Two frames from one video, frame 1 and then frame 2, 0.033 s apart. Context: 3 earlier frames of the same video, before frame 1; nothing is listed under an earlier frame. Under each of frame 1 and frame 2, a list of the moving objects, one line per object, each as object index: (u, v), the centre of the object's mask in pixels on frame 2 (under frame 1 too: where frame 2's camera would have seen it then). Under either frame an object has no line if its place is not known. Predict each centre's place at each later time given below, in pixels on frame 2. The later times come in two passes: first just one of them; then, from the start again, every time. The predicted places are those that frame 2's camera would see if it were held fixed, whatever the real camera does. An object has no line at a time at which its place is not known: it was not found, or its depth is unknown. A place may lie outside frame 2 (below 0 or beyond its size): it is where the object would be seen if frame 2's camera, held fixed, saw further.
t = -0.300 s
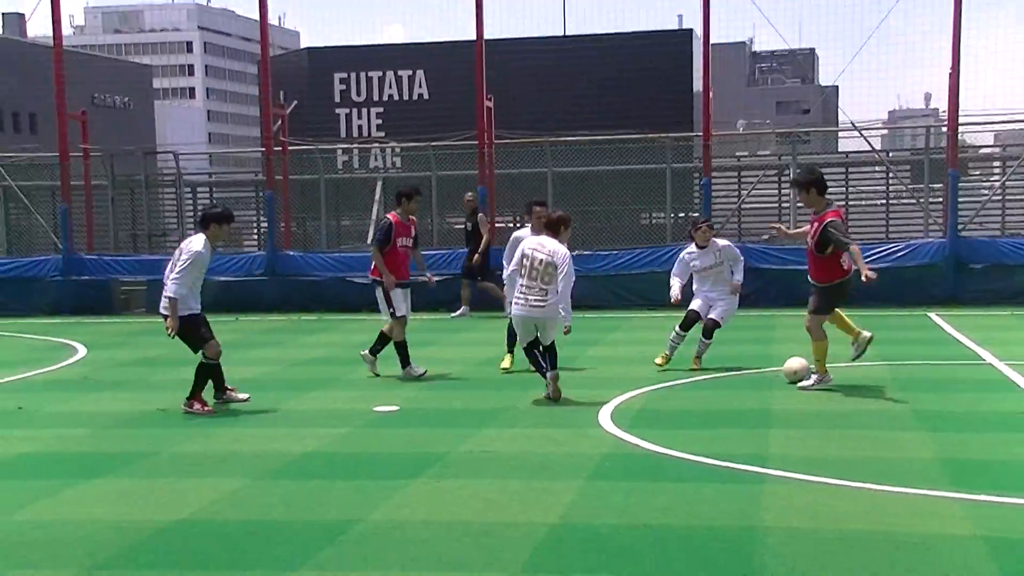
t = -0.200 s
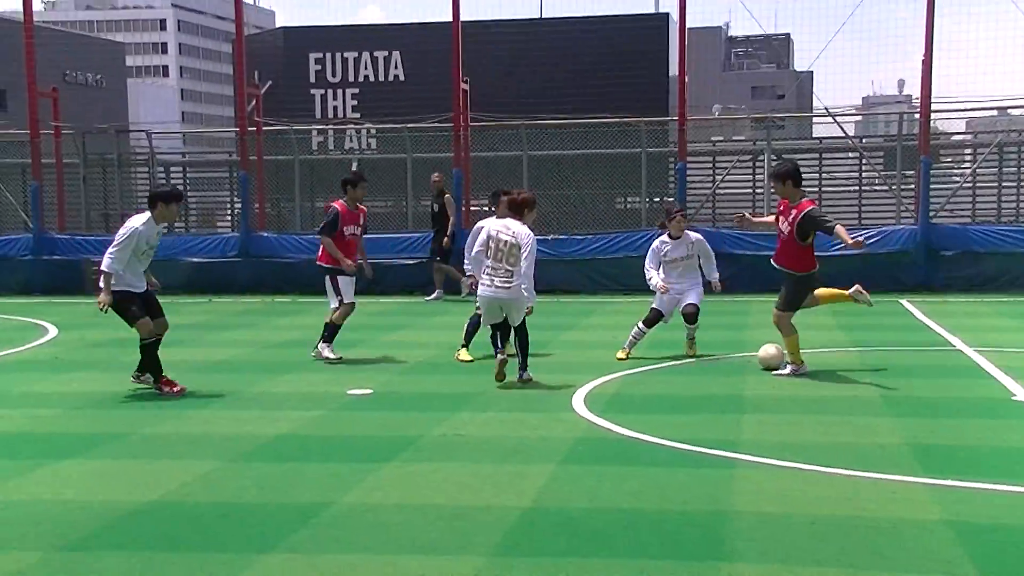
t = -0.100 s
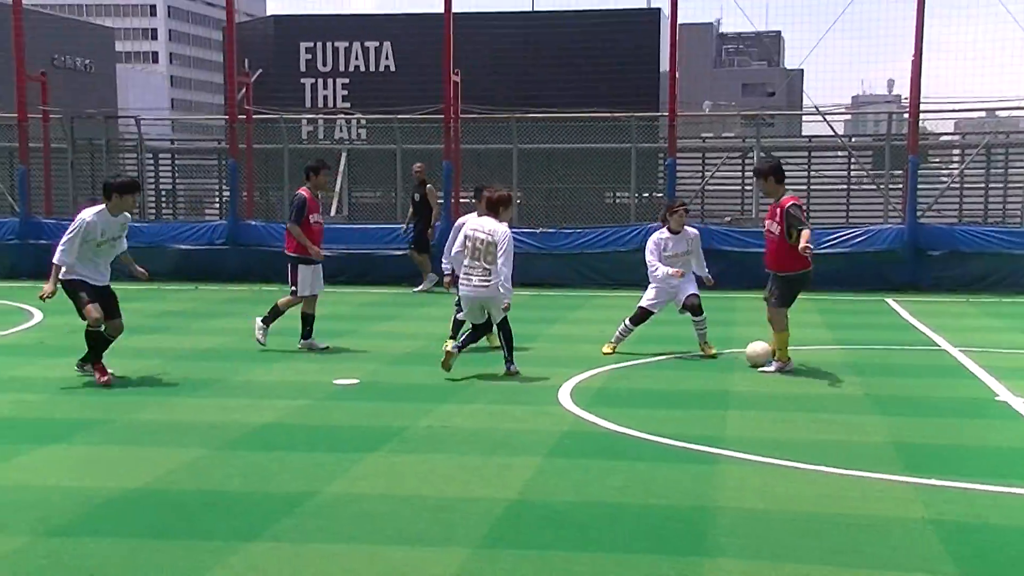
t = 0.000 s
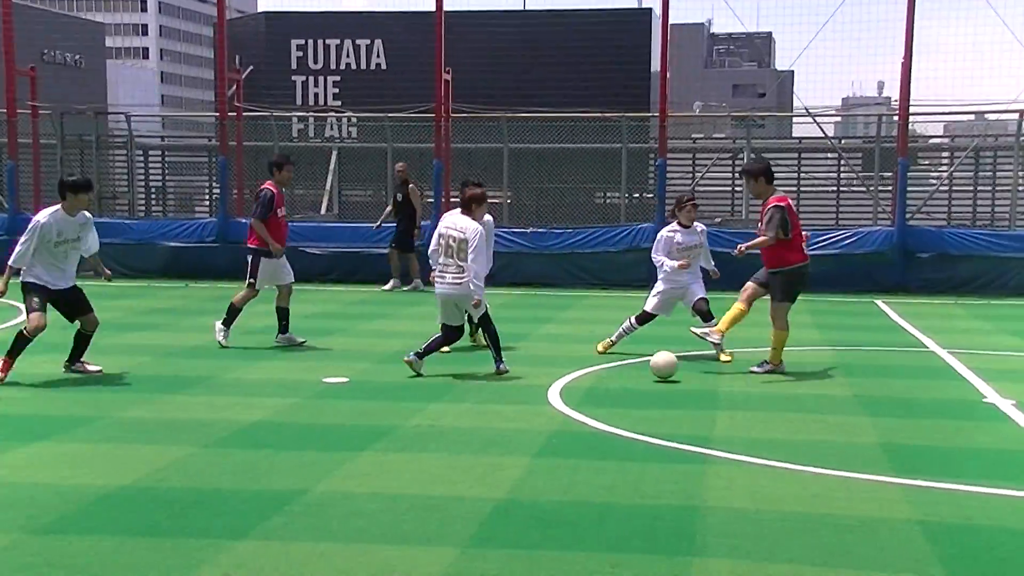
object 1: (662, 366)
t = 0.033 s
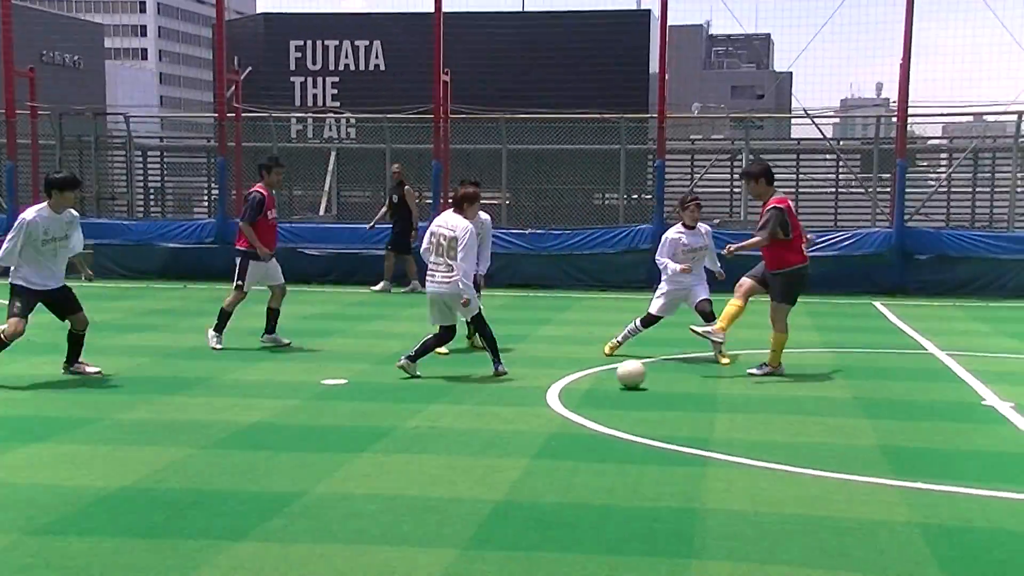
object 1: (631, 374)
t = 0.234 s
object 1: (450, 399)
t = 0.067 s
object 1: (601, 378)
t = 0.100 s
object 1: (572, 380)
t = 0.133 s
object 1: (541, 385)
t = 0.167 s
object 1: (510, 393)
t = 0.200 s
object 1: (479, 396)
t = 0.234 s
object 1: (450, 399)
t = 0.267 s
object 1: (420, 404)
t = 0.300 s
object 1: (387, 411)
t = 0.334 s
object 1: (355, 416)
